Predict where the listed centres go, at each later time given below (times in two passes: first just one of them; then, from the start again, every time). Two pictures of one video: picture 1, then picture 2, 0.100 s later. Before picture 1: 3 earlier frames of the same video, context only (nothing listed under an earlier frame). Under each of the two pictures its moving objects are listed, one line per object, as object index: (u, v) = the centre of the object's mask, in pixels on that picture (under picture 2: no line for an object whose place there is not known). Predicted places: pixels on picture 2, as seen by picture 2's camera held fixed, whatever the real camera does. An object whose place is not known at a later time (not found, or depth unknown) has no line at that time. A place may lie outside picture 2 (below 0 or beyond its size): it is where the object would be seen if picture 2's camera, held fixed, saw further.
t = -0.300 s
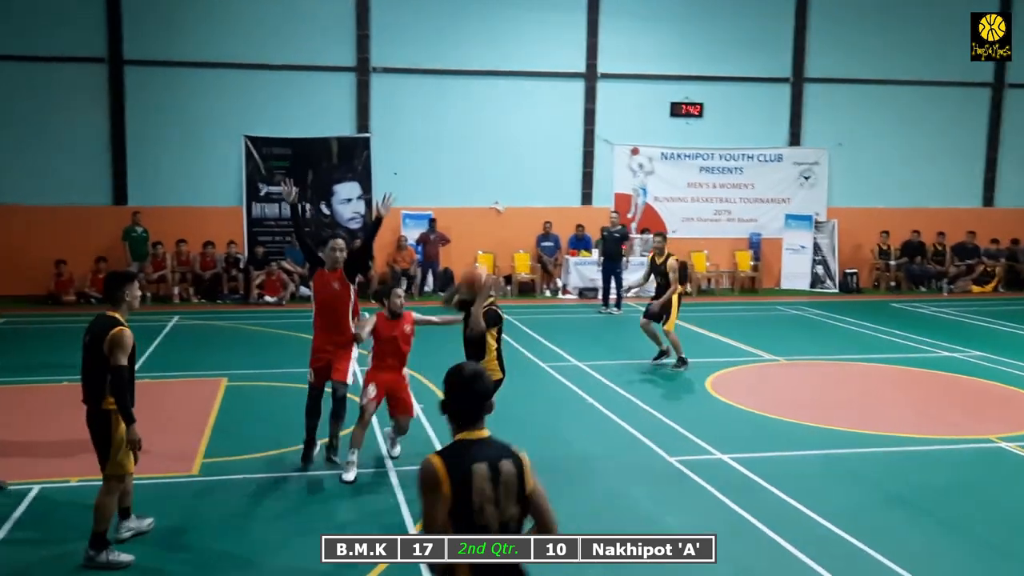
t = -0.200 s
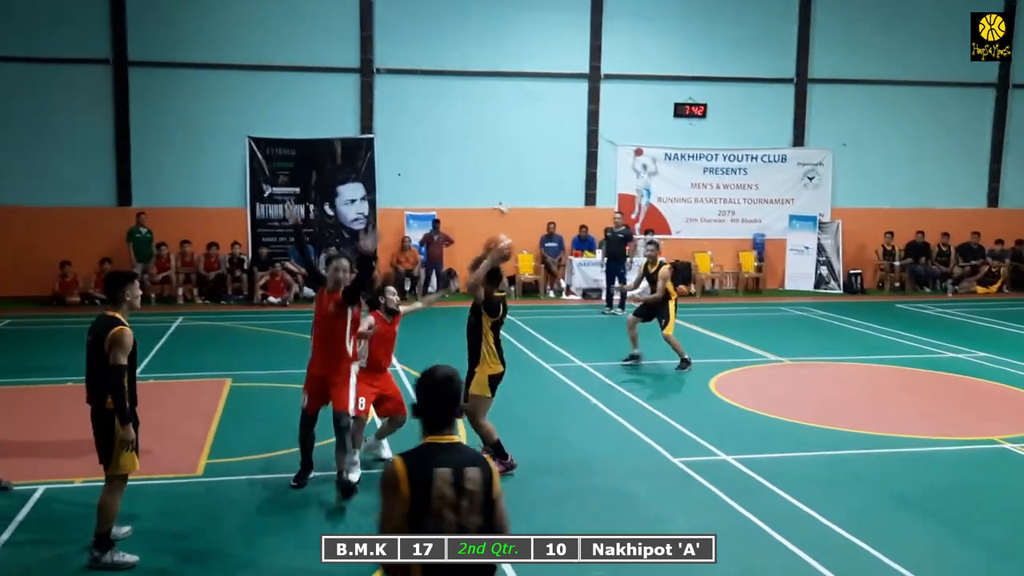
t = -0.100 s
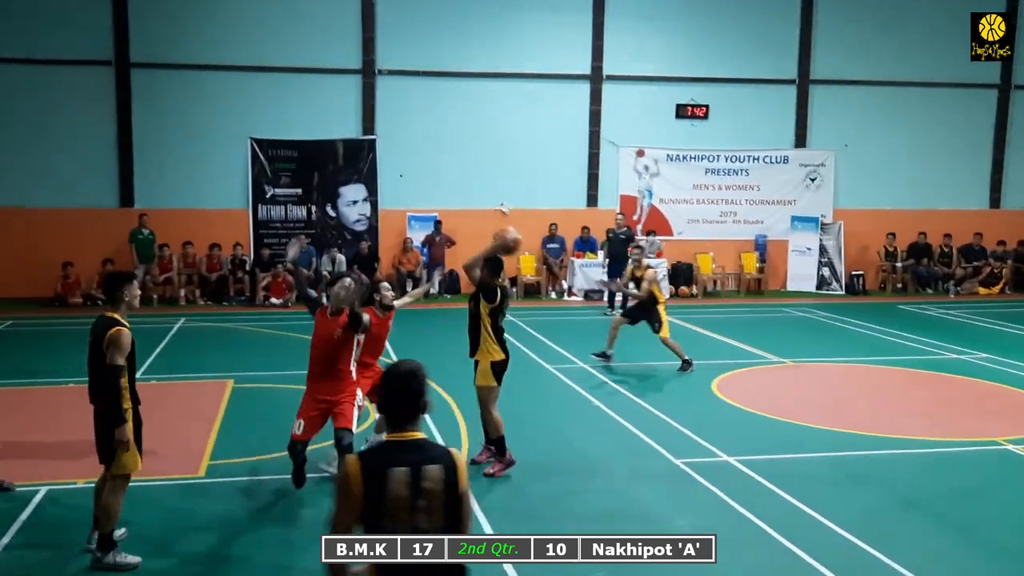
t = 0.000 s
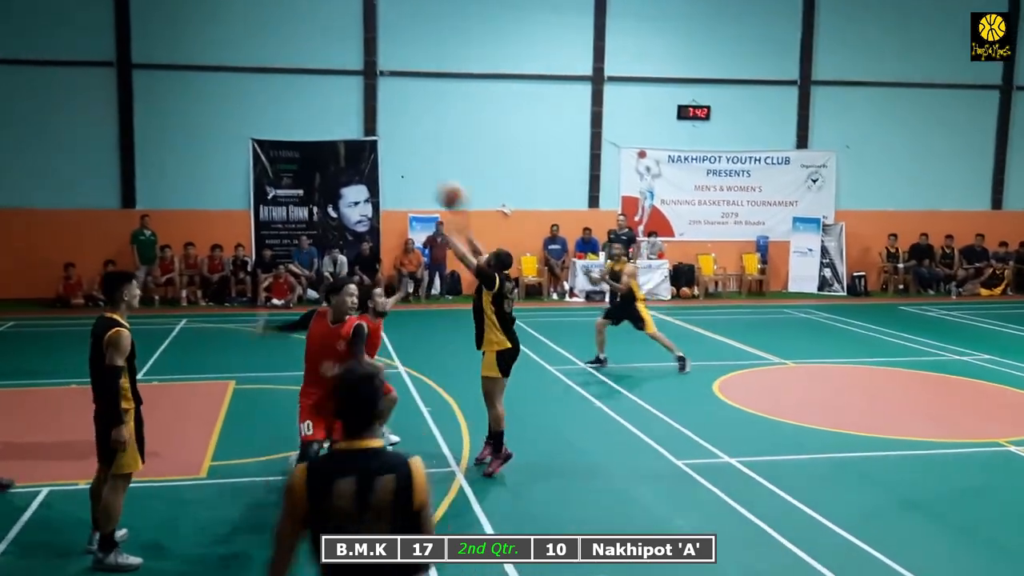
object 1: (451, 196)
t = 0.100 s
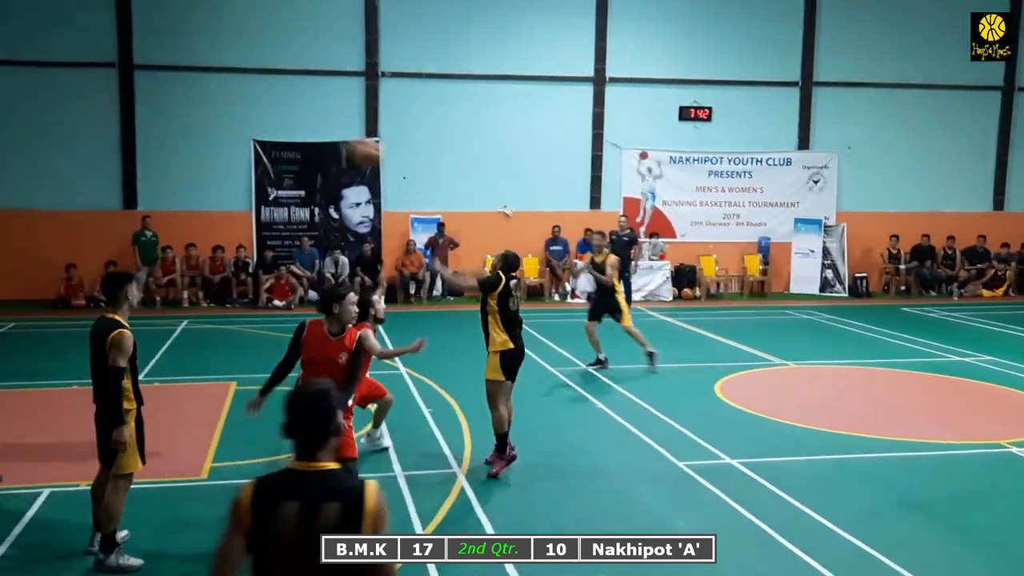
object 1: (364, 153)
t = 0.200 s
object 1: (285, 122)
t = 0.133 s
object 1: (341, 141)
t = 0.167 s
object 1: (312, 130)
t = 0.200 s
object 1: (285, 122)
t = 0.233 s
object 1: (260, 114)
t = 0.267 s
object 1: (235, 109)
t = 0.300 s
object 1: (211, 104)
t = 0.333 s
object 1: (187, 102)
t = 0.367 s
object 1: (165, 100)
